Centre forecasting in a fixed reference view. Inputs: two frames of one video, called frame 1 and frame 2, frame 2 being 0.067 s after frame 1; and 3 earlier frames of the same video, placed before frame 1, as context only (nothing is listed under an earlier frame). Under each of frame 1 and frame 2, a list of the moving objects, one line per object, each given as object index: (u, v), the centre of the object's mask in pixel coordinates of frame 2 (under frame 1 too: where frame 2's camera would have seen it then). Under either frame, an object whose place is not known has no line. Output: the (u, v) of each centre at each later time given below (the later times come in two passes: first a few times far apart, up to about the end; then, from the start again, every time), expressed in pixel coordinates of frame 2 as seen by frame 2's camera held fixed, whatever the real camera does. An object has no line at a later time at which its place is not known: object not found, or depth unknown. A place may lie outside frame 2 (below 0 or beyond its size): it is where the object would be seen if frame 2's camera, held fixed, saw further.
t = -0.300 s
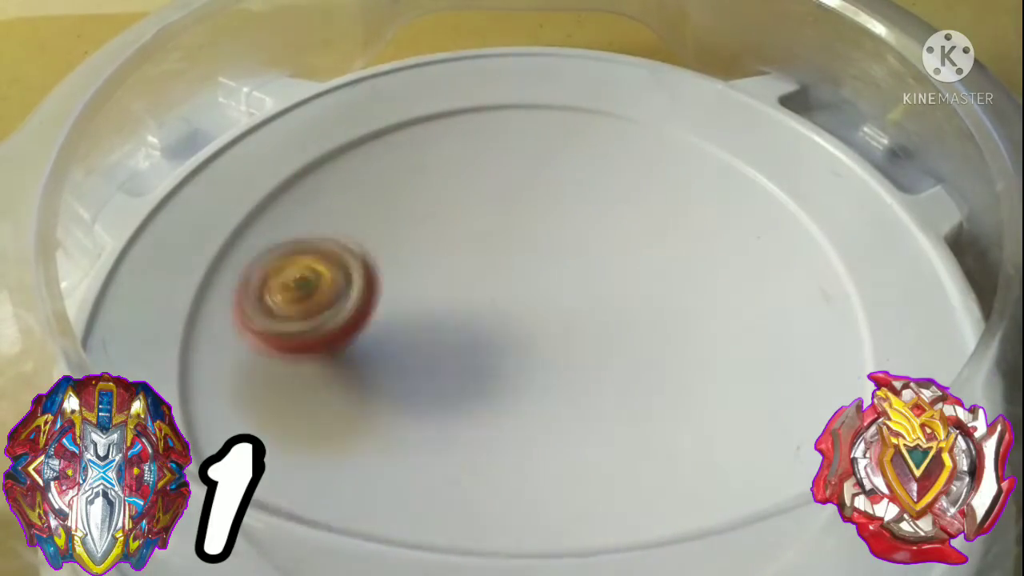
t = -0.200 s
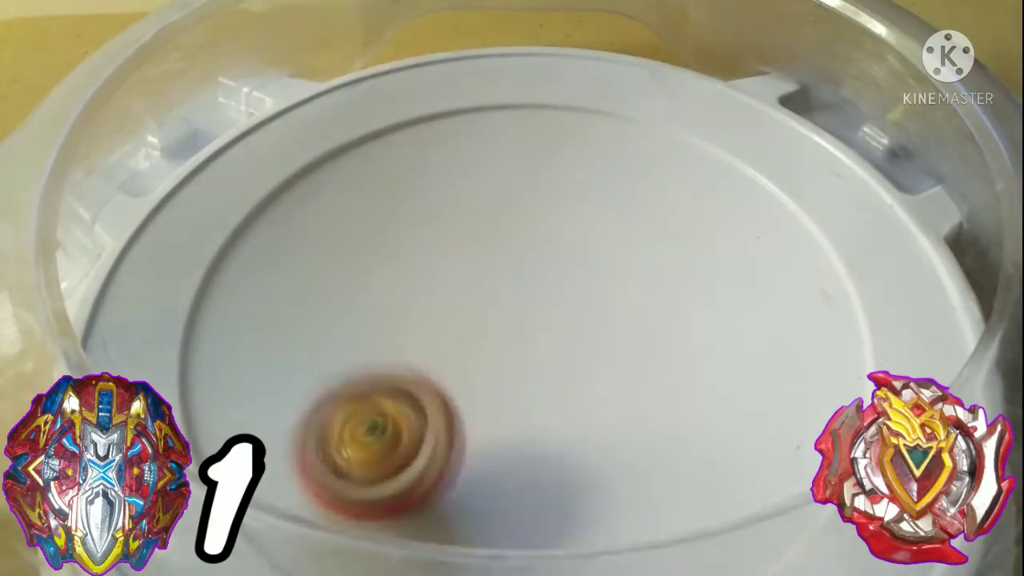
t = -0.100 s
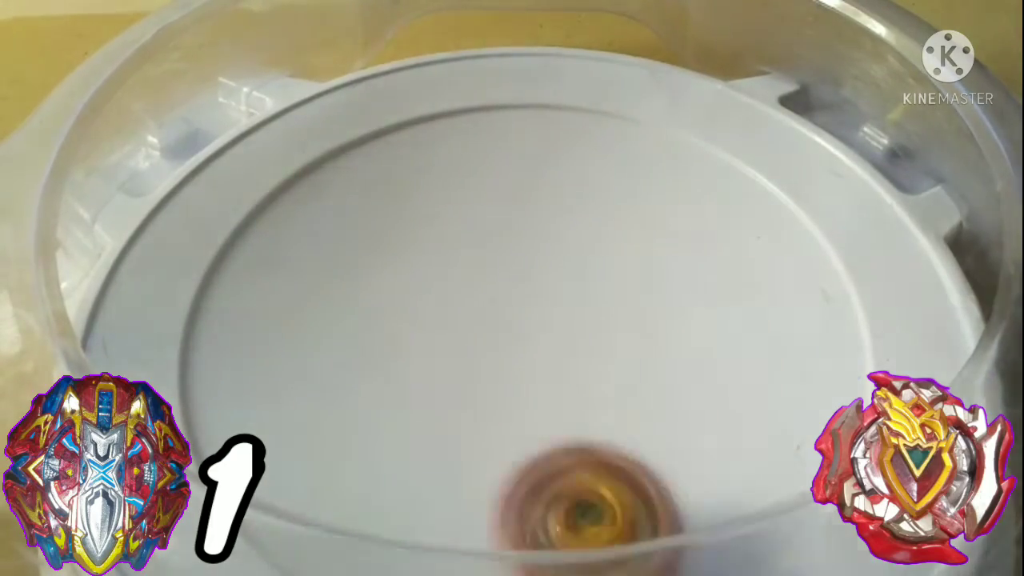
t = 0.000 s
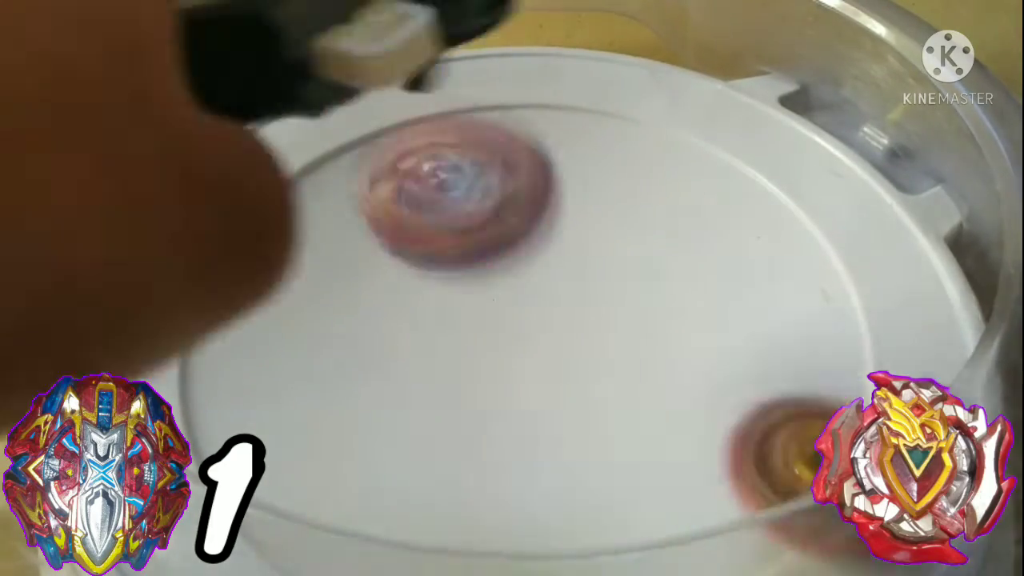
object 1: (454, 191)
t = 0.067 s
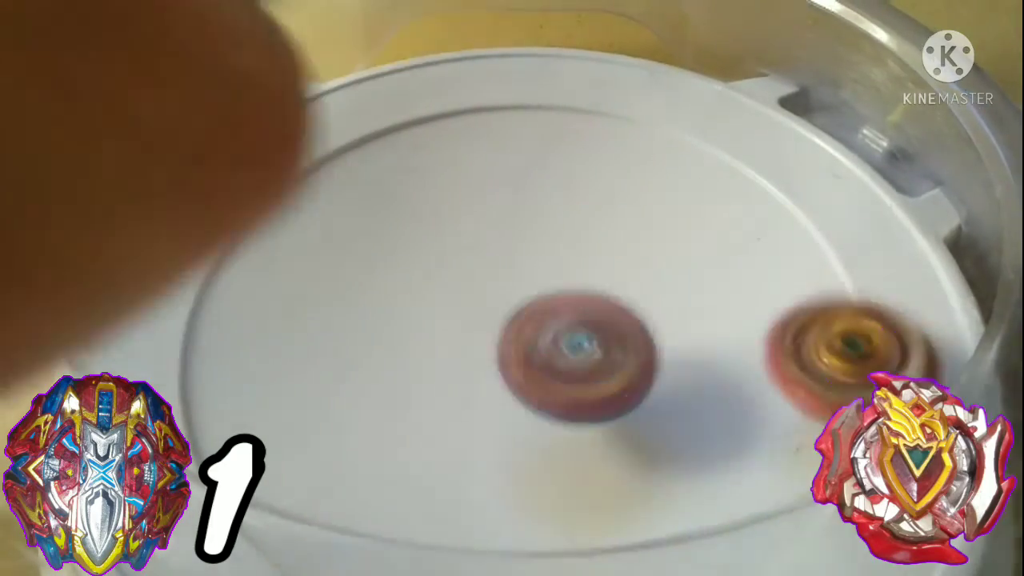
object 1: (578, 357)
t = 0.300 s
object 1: (761, 292)
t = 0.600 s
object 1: (450, 162)
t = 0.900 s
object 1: (327, 517)
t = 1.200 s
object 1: (851, 274)
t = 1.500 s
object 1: (412, 92)
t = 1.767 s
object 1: (316, 378)
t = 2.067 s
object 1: (609, 203)
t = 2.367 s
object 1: (379, 129)
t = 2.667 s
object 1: (509, 419)
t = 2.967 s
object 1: (763, 194)
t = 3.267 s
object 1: (470, 157)
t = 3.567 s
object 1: (509, 435)
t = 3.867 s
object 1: (744, 312)
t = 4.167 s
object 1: (467, 317)
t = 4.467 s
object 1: (628, 435)
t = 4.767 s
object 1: (665, 238)
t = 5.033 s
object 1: (663, 124)
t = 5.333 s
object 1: (530, 316)
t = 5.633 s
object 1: (778, 483)
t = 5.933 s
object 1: (778, 381)
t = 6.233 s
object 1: (552, 362)
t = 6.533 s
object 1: (386, 362)
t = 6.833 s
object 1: (353, 320)
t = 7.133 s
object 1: (433, 247)
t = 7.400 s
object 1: (487, 204)
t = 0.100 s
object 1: (619, 336)
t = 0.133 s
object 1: (671, 333)
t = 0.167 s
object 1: (717, 351)
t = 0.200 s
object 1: (748, 359)
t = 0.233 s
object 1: (761, 342)
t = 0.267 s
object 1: (766, 319)
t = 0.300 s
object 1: (761, 292)
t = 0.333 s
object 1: (750, 261)
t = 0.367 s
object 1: (730, 234)
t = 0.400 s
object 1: (704, 205)
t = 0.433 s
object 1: (669, 183)
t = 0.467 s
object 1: (631, 166)
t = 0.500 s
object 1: (587, 156)
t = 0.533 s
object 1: (543, 151)
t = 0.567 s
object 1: (496, 155)
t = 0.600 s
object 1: (450, 162)
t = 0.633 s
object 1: (402, 179)
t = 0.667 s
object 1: (362, 200)
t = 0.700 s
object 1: (319, 232)
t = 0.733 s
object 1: (287, 269)
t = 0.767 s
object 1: (259, 318)
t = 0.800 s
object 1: (248, 369)
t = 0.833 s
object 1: (264, 413)
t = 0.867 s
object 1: (298, 482)
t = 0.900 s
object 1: (327, 517)
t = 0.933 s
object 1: (403, 531)
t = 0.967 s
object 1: (492, 535)
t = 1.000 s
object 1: (592, 537)
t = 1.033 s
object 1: (685, 529)
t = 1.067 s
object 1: (758, 508)
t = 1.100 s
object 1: (784, 436)
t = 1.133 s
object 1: (834, 375)
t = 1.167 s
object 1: (861, 329)
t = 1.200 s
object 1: (851, 274)
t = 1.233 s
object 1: (825, 224)
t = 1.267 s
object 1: (786, 180)
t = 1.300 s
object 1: (742, 145)
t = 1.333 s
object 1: (691, 117)
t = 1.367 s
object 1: (641, 99)
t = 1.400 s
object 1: (584, 83)
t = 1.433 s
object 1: (526, 75)
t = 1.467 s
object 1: (472, 79)
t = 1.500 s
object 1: (412, 92)
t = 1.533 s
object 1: (354, 109)
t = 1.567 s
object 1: (324, 129)
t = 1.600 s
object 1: (304, 157)
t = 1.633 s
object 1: (286, 193)
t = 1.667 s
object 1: (275, 231)
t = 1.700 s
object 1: (277, 278)
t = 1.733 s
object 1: (287, 330)
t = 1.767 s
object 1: (316, 378)
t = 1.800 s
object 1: (367, 421)
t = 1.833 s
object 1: (428, 452)
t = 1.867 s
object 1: (483, 444)
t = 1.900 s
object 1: (523, 405)
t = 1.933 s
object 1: (559, 362)
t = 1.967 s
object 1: (587, 321)
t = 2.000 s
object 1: (604, 279)
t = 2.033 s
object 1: (611, 239)
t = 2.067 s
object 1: (609, 203)
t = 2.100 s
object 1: (599, 170)
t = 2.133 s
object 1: (583, 143)
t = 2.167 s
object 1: (563, 121)
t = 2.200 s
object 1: (539, 106)
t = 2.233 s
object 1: (511, 96)
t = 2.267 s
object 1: (480, 93)
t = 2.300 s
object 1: (446, 97)
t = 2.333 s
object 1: (411, 109)
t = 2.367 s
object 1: (379, 129)
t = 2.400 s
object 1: (351, 156)
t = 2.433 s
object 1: (330, 191)
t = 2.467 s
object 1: (320, 230)
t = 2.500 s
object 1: (322, 271)
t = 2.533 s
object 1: (337, 312)
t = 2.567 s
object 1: (366, 350)
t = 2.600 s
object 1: (405, 382)
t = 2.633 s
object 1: (454, 406)
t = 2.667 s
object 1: (509, 419)
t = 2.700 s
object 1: (566, 418)
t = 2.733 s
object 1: (622, 407)
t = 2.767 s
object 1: (675, 388)
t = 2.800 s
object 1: (717, 361)
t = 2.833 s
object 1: (748, 329)
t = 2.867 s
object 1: (765, 294)
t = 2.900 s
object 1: (771, 260)
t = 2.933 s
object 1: (771, 227)
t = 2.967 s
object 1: (763, 194)
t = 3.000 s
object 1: (745, 165)
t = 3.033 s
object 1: (721, 140)
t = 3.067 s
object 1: (690, 123)
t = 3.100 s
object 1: (653, 112)
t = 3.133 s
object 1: (614, 109)
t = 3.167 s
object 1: (576, 113)
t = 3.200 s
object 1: (540, 121)
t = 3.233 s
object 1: (503, 136)
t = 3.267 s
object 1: (470, 157)
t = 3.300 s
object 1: (441, 181)
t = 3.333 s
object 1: (417, 212)
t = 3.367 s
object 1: (401, 246)
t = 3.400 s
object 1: (396, 283)
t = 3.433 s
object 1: (402, 319)
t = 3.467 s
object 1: (416, 353)
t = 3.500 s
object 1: (439, 384)
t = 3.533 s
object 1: (471, 411)
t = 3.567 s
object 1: (509, 435)
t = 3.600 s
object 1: (554, 452)
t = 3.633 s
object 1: (606, 461)
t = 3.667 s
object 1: (659, 457)
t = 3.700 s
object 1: (706, 443)
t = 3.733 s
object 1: (737, 422)
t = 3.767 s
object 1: (754, 394)
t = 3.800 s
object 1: (766, 366)
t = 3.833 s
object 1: (760, 336)
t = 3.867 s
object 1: (744, 312)
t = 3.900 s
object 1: (724, 290)
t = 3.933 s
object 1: (698, 272)
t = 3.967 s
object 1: (663, 259)
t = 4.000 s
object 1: (631, 254)
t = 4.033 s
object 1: (596, 252)
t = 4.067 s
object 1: (564, 255)
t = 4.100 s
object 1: (527, 263)
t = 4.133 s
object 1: (472, 291)
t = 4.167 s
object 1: (467, 317)
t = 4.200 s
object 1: (471, 347)
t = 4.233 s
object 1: (478, 372)
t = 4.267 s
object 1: (482, 400)
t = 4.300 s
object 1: (500, 424)
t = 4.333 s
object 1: (521, 440)
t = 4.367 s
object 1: (547, 454)
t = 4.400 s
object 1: (579, 453)
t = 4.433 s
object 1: (604, 447)
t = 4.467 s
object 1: (628, 435)
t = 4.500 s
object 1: (639, 415)
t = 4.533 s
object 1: (647, 395)
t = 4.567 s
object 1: (646, 372)
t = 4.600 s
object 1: (664, 354)
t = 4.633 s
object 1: (679, 331)
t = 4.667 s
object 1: (682, 309)
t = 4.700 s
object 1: (676, 283)
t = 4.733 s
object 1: (660, 262)
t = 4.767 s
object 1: (665, 238)
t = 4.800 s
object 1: (702, 216)
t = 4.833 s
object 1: (727, 194)
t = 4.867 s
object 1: (741, 174)
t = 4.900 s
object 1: (743, 156)
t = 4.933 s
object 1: (740, 138)
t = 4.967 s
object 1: (719, 129)
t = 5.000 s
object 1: (692, 126)
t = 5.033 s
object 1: (663, 124)
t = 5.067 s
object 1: (631, 126)
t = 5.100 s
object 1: (600, 134)
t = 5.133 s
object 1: (571, 149)
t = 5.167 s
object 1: (544, 167)
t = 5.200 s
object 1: (519, 192)
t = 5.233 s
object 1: (499, 219)
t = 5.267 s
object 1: (486, 249)
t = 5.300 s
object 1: (487, 284)
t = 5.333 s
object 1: (530, 316)
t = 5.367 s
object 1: (570, 353)
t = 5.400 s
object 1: (601, 386)
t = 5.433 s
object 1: (629, 410)
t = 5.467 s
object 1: (662, 431)
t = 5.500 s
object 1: (694, 451)
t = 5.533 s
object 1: (720, 460)
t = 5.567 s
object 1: (738, 462)
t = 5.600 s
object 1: (773, 491)
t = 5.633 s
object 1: (778, 483)
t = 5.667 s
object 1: (775, 462)
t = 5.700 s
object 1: (772, 434)
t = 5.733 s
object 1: (770, 418)
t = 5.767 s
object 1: (765, 401)
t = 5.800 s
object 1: (767, 393)
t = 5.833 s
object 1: (778, 392)
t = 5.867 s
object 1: (782, 390)
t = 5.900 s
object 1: (783, 386)
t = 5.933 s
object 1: (778, 381)
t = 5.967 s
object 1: (766, 376)
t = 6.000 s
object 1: (742, 369)
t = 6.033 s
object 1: (713, 364)
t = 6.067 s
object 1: (682, 361)
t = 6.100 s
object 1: (651, 359)
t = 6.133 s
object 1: (623, 359)
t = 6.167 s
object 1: (598, 359)
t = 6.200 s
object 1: (574, 361)
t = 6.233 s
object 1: (552, 362)
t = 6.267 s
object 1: (530, 363)
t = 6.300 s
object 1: (510, 363)
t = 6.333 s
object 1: (488, 365)
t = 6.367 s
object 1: (469, 365)
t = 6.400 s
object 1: (450, 365)
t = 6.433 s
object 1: (433, 365)
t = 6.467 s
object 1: (416, 365)
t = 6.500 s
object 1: (401, 363)
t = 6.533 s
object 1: (386, 362)
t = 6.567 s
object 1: (373, 360)
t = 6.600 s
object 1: (362, 356)
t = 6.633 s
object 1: (354, 353)
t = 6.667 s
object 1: (348, 349)
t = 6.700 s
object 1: (345, 344)
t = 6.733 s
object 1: (343, 339)
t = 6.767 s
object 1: (345, 333)
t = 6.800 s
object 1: (348, 327)
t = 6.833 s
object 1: (353, 320)
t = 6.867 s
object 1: (360, 312)
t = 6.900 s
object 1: (369, 304)
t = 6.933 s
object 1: (378, 296)
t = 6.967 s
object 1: (388, 287)
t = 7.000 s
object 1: (398, 278)
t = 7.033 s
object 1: (407, 270)
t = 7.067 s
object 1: (417, 262)
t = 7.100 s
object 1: (425, 254)
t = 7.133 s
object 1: (433, 247)
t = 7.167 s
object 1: (441, 239)
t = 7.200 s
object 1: (448, 232)
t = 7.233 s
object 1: (455, 226)
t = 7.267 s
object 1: (462, 220)
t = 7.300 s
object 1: (467, 215)
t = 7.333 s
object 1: (474, 211)
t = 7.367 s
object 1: (480, 207)
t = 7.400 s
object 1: (487, 204)
